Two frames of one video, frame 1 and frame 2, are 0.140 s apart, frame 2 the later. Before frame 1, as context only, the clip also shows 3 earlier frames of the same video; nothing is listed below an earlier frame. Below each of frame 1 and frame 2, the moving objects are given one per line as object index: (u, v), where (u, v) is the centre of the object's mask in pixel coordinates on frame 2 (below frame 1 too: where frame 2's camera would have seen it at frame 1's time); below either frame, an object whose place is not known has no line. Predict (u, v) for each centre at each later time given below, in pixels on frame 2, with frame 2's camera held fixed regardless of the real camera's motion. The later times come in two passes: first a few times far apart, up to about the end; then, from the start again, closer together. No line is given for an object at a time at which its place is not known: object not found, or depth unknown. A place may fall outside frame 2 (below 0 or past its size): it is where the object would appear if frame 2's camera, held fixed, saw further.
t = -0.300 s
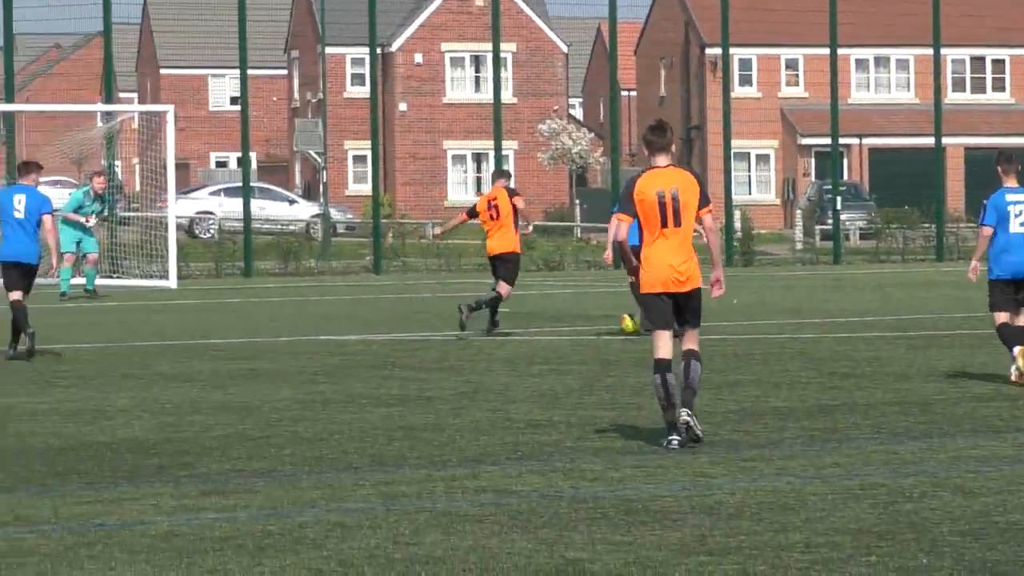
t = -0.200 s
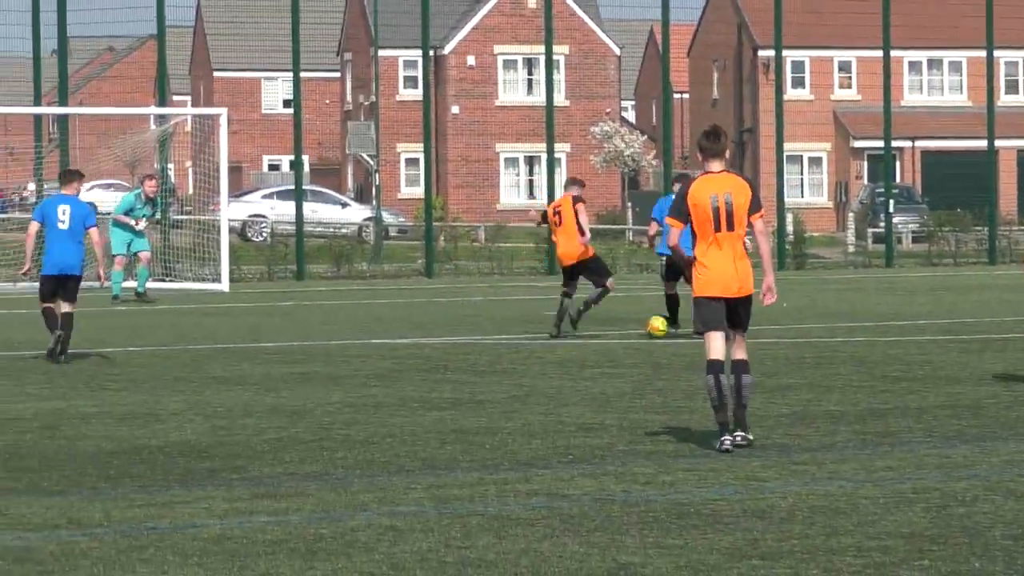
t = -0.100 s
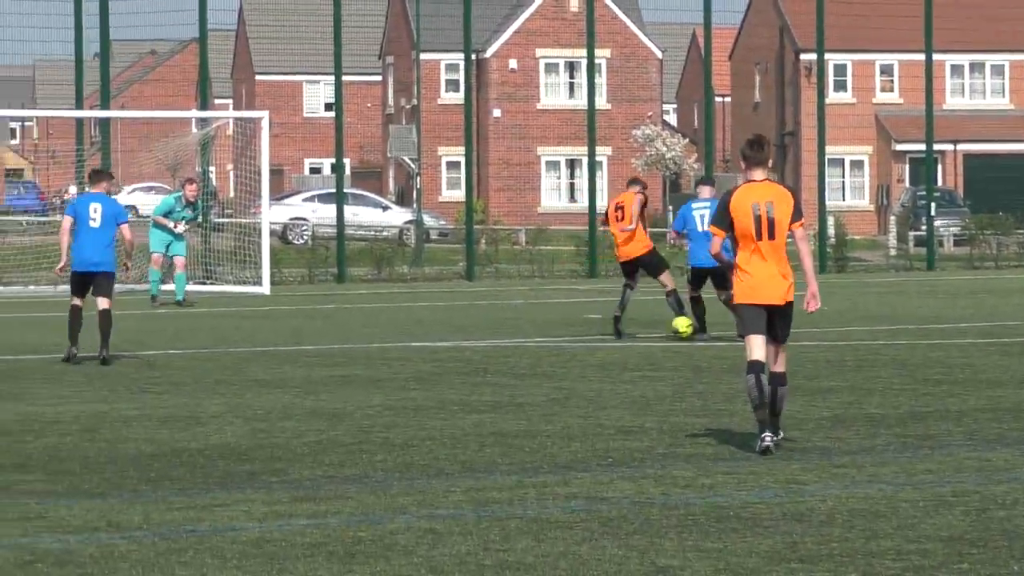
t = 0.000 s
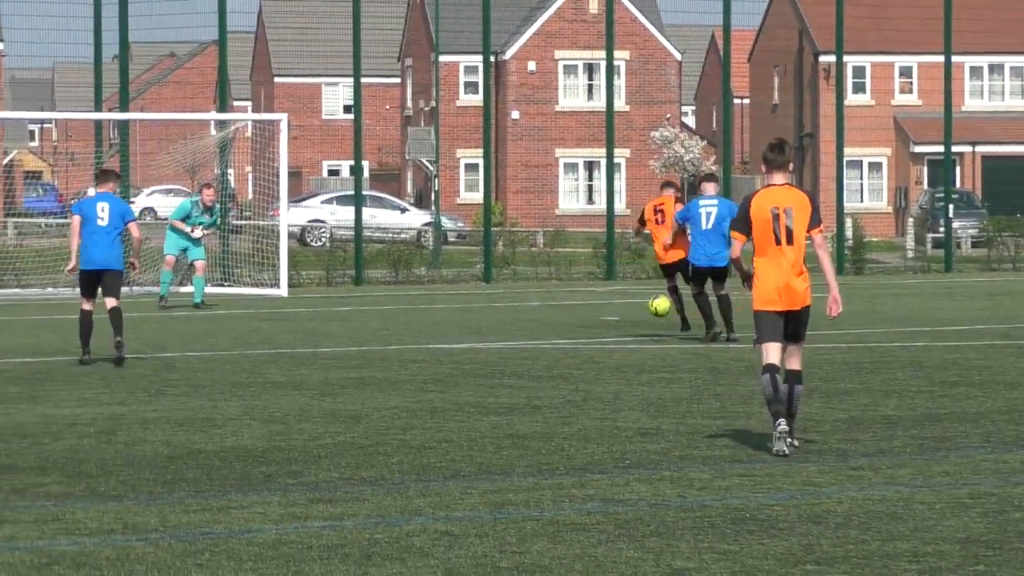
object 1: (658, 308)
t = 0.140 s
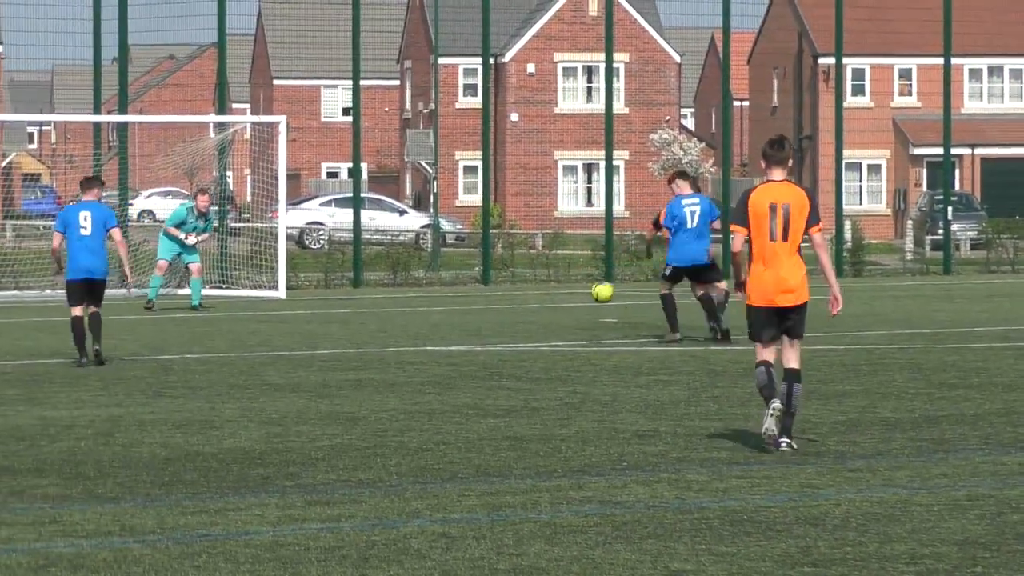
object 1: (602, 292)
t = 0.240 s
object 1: (563, 293)
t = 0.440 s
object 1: (485, 323)
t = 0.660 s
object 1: (395, 311)
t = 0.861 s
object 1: (313, 319)
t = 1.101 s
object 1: (215, 323)
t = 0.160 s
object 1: (595, 291)
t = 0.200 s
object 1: (578, 291)
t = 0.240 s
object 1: (563, 293)
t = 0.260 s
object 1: (555, 294)
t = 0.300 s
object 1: (540, 298)
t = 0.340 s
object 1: (523, 303)
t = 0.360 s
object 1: (516, 306)
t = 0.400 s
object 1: (500, 314)
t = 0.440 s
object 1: (485, 323)
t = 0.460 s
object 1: (477, 328)
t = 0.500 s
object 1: (460, 333)
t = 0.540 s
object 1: (444, 325)
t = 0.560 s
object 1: (436, 322)
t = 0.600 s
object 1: (420, 316)
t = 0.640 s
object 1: (404, 312)
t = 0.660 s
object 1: (395, 311)
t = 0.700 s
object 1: (379, 310)
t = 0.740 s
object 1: (362, 310)
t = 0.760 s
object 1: (355, 310)
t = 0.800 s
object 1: (338, 313)
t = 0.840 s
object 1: (321, 317)
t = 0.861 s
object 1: (313, 319)
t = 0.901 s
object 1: (297, 326)
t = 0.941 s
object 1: (281, 334)
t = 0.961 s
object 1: (272, 332)
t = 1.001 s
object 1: (255, 328)
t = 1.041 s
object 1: (239, 325)
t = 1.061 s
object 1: (232, 324)
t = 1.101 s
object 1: (215, 323)
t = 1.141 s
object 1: (199, 323)
